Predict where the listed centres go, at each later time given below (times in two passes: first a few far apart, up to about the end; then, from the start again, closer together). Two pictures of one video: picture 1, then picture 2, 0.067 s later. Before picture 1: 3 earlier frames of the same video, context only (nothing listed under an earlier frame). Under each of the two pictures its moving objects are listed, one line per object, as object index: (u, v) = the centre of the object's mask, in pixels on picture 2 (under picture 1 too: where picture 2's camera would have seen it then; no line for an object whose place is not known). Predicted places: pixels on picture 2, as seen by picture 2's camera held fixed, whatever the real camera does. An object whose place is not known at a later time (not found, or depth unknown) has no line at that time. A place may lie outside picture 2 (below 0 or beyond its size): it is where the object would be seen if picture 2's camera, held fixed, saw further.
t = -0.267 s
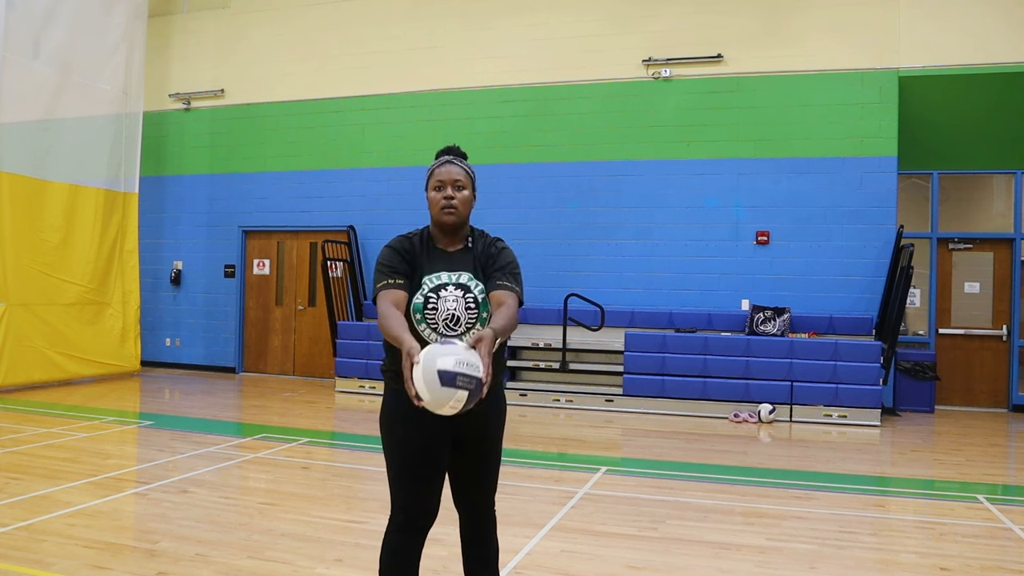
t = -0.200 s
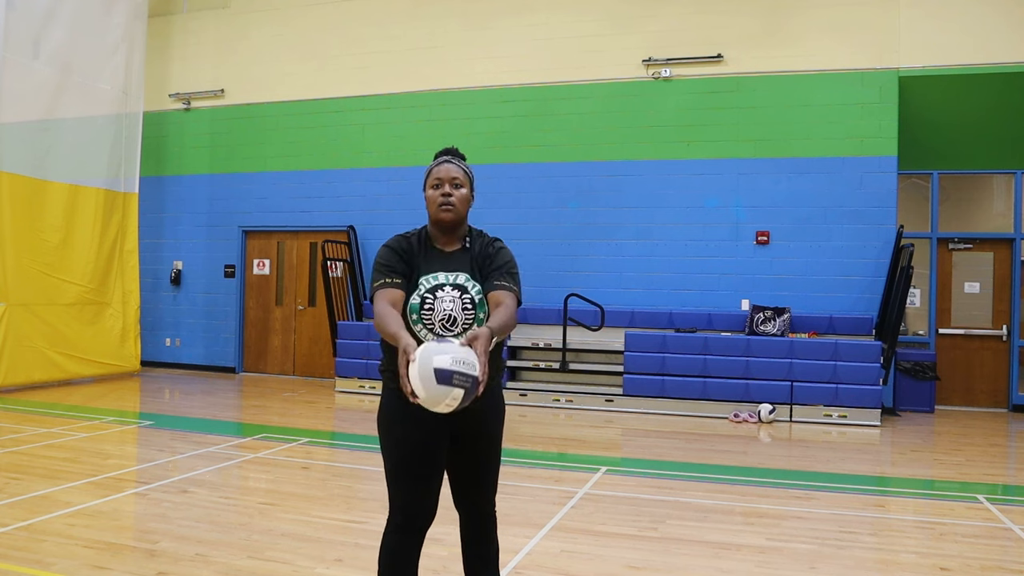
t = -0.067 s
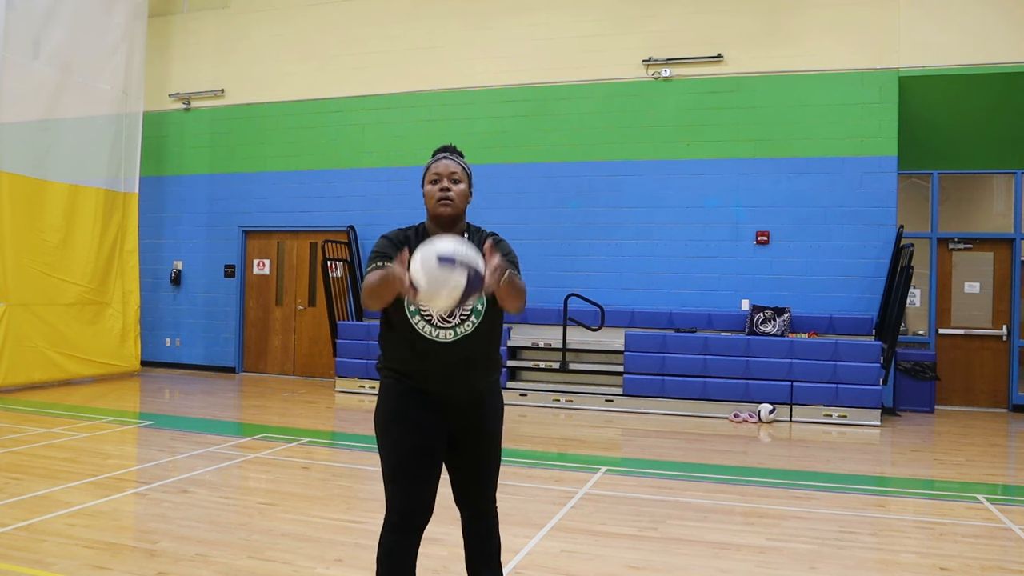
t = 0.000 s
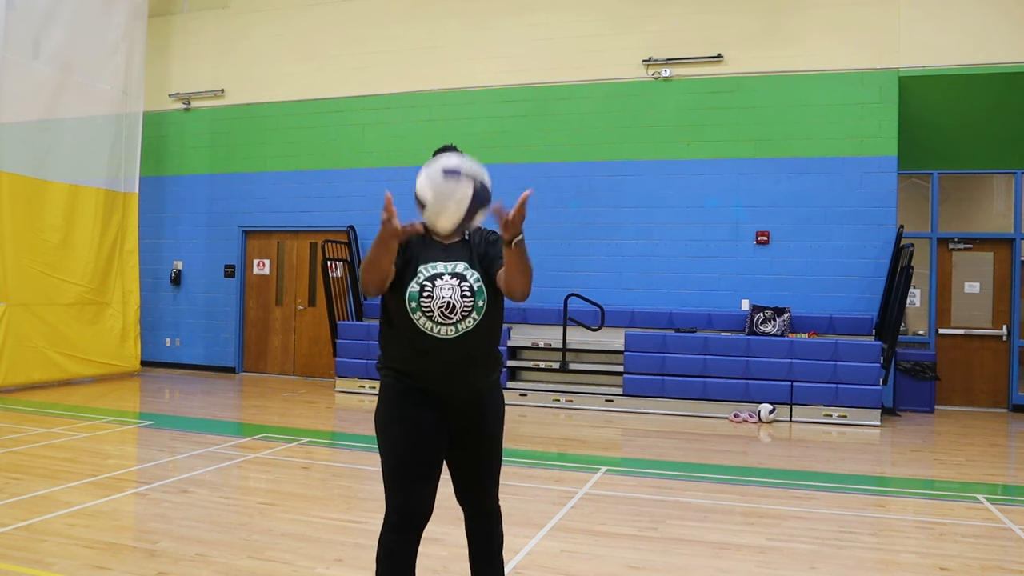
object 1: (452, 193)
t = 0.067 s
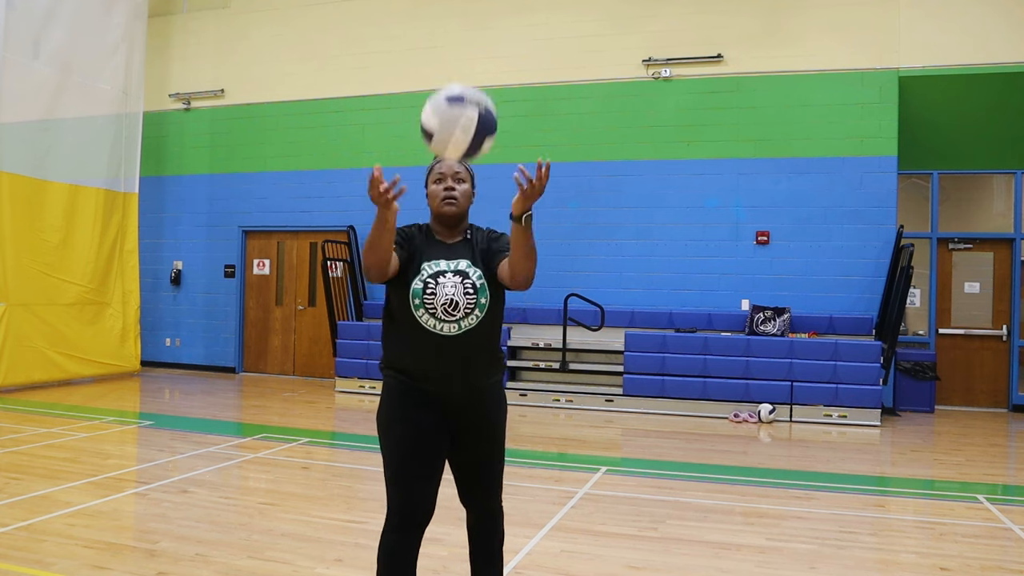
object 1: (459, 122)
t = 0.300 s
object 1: (474, 17)
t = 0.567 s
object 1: (485, 92)
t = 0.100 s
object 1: (461, 94)
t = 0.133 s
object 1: (463, 69)
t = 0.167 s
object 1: (466, 48)
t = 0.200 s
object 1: (468, 32)
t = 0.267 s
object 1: (473, 20)
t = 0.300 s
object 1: (474, 17)
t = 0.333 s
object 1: (476, 16)
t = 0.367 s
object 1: (478, 17)
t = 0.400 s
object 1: (479, 19)
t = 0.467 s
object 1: (482, 31)
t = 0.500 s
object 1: (483, 44)
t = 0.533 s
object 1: (484, 65)
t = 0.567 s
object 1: (485, 92)
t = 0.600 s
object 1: (485, 121)
